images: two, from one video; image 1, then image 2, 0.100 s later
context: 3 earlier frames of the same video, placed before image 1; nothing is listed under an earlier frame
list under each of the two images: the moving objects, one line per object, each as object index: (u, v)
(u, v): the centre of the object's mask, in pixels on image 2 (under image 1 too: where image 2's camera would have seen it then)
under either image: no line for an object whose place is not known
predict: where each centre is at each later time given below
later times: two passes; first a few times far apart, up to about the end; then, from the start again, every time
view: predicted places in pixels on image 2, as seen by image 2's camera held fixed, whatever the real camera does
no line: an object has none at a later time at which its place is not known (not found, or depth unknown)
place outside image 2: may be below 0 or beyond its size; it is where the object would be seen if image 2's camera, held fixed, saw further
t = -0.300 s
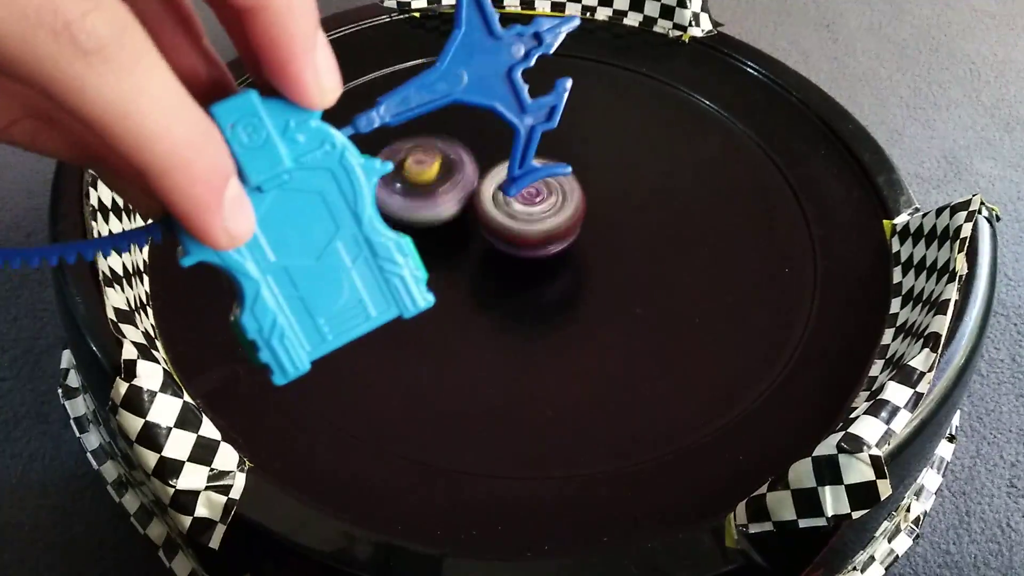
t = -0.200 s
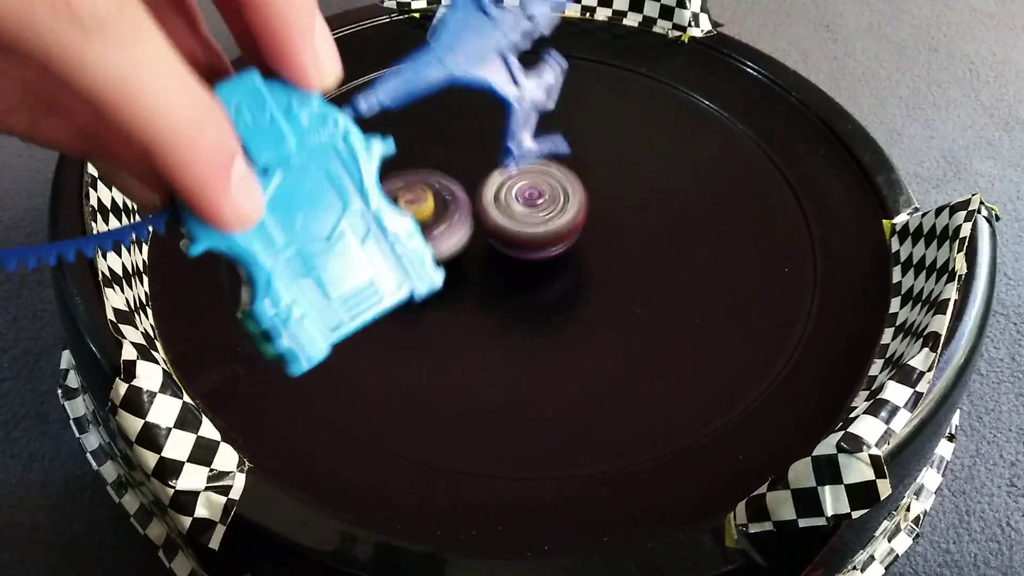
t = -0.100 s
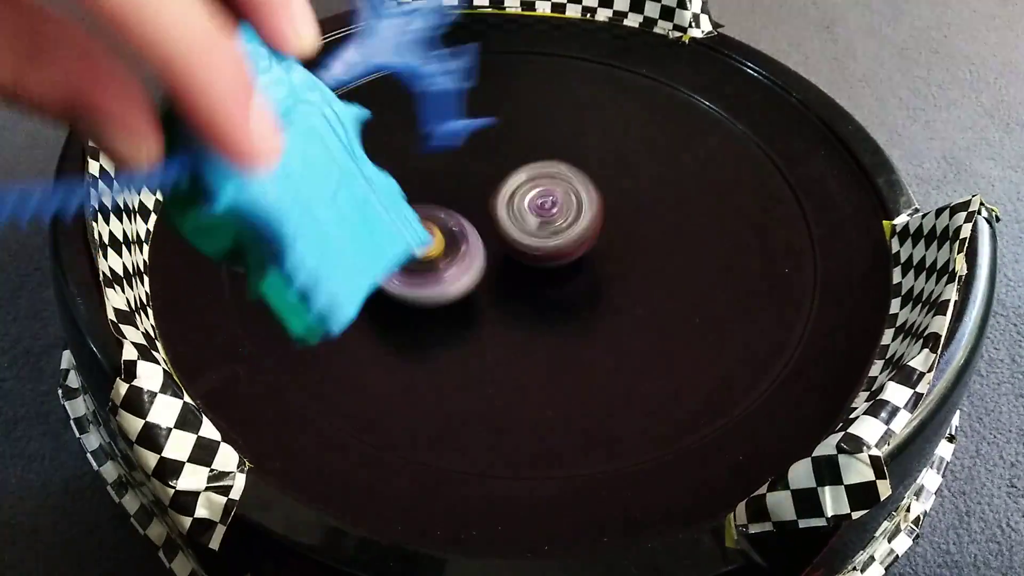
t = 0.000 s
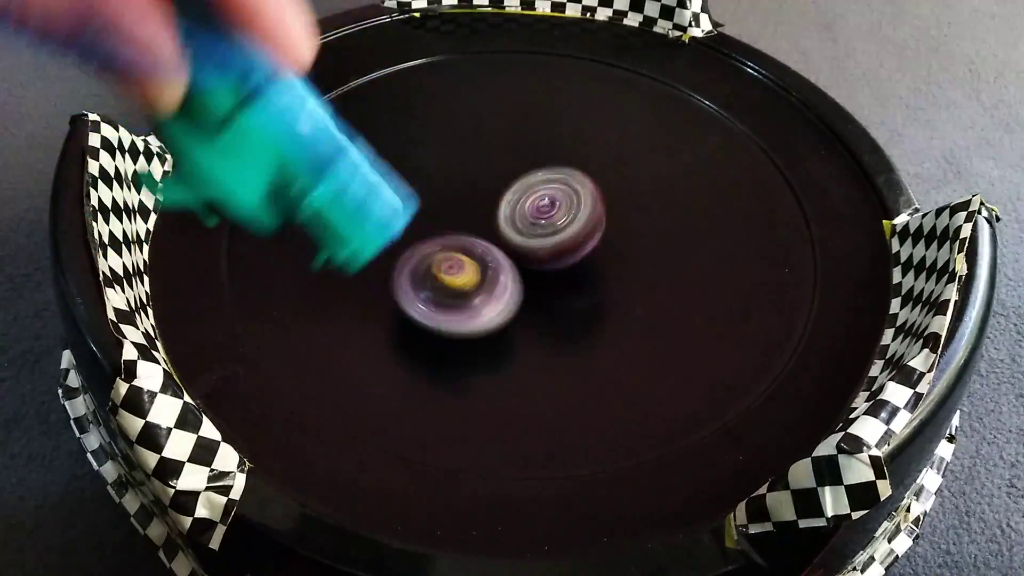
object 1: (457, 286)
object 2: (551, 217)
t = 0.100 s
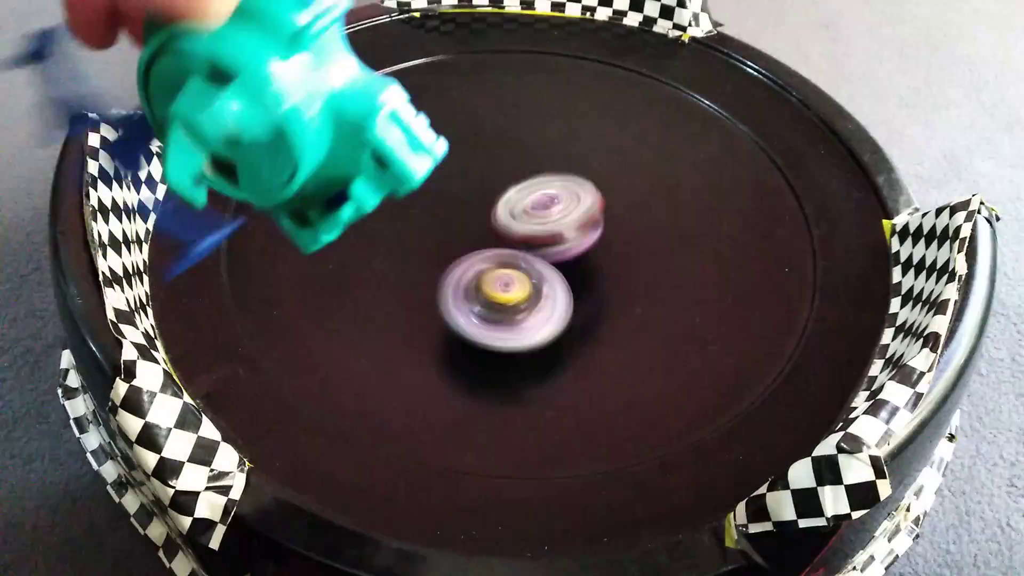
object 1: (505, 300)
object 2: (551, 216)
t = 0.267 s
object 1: (573, 303)
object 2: (583, 179)
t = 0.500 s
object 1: (600, 255)
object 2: (584, 147)
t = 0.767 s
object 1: (506, 227)
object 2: (588, 115)
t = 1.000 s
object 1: (444, 248)
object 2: (563, 165)
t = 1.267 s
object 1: (479, 254)
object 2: (558, 200)
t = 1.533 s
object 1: (502, 198)
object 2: (601, 201)
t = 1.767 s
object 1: (501, 145)
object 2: (598, 199)
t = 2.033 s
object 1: (496, 157)
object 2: (599, 203)
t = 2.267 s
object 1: (533, 185)
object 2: (625, 230)
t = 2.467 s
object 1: (554, 186)
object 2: (625, 245)
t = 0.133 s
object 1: (517, 306)
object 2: (555, 211)
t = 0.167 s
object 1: (529, 311)
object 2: (566, 201)
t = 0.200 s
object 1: (543, 311)
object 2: (575, 190)
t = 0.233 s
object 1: (559, 308)
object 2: (581, 184)
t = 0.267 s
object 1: (573, 303)
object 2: (583, 179)
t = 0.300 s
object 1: (585, 295)
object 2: (587, 179)
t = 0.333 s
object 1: (595, 286)
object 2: (589, 179)
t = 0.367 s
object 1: (602, 275)
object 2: (588, 174)
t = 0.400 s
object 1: (605, 265)
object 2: (589, 172)
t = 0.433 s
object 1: (605, 264)
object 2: (588, 165)
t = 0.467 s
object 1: (604, 262)
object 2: (586, 156)
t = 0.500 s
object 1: (600, 255)
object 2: (584, 147)
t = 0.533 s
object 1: (595, 247)
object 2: (582, 139)
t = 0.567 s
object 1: (588, 238)
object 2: (578, 135)
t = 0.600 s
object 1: (579, 230)
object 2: (577, 135)
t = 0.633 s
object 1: (568, 223)
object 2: (575, 136)
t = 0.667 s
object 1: (551, 225)
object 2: (581, 131)
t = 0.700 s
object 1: (534, 227)
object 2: (585, 120)
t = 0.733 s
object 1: (520, 227)
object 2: (588, 114)
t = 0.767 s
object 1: (506, 227)
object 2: (588, 115)
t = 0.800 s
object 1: (493, 228)
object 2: (585, 117)
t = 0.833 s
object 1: (480, 230)
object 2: (580, 122)
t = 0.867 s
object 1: (469, 232)
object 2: (575, 128)
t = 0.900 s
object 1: (459, 235)
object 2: (573, 135)
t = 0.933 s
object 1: (451, 239)
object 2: (572, 145)
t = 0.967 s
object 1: (446, 244)
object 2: (568, 155)
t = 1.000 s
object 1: (444, 248)
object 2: (563, 165)
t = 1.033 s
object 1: (445, 252)
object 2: (557, 173)
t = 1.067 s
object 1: (448, 254)
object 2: (552, 181)
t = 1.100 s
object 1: (452, 256)
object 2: (548, 189)
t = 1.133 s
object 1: (459, 257)
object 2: (545, 197)
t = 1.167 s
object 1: (464, 258)
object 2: (545, 201)
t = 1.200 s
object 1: (468, 258)
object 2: (550, 201)
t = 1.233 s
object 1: (474, 257)
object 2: (554, 201)
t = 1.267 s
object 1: (479, 254)
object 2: (558, 200)
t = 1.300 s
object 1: (483, 251)
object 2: (562, 199)
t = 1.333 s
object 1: (488, 246)
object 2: (565, 198)
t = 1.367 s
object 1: (492, 240)
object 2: (571, 198)
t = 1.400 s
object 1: (495, 232)
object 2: (578, 199)
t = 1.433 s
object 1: (497, 224)
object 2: (587, 200)
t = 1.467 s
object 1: (499, 216)
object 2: (596, 201)
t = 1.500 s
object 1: (500, 208)
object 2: (600, 201)
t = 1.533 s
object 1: (502, 198)
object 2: (601, 201)
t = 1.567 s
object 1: (501, 190)
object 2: (604, 202)
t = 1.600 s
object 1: (502, 181)
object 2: (604, 203)
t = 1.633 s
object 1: (503, 173)
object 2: (603, 203)
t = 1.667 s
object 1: (503, 165)
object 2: (602, 202)
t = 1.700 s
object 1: (503, 157)
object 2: (601, 201)
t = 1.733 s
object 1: (502, 150)
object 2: (599, 200)
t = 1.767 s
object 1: (501, 145)
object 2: (598, 199)
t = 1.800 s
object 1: (498, 140)
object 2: (598, 199)
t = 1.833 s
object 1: (496, 139)
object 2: (598, 199)
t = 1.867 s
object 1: (494, 138)
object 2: (598, 200)
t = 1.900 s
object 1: (492, 139)
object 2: (599, 201)
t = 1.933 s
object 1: (491, 141)
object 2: (600, 202)
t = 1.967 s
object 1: (491, 146)
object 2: (600, 203)
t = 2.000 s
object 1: (492, 151)
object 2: (600, 203)
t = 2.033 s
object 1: (496, 157)
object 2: (599, 203)
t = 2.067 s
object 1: (501, 165)
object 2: (599, 203)
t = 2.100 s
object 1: (507, 170)
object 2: (602, 204)
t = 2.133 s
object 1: (512, 174)
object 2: (607, 208)
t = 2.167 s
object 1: (517, 178)
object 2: (612, 213)
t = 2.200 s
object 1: (523, 181)
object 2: (617, 218)
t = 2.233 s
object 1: (528, 183)
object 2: (620, 224)
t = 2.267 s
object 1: (533, 185)
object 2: (625, 230)
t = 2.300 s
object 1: (539, 187)
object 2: (626, 234)
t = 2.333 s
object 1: (543, 188)
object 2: (626, 237)
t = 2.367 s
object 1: (547, 188)
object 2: (627, 239)
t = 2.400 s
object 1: (550, 188)
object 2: (627, 241)
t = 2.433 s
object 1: (553, 187)
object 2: (627, 244)
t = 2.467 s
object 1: (554, 186)
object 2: (625, 245)
